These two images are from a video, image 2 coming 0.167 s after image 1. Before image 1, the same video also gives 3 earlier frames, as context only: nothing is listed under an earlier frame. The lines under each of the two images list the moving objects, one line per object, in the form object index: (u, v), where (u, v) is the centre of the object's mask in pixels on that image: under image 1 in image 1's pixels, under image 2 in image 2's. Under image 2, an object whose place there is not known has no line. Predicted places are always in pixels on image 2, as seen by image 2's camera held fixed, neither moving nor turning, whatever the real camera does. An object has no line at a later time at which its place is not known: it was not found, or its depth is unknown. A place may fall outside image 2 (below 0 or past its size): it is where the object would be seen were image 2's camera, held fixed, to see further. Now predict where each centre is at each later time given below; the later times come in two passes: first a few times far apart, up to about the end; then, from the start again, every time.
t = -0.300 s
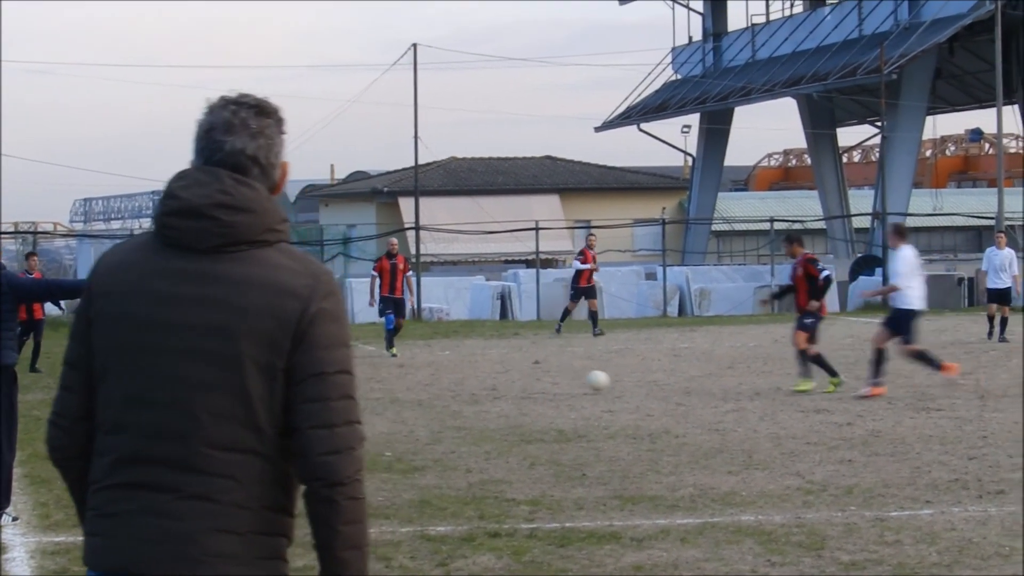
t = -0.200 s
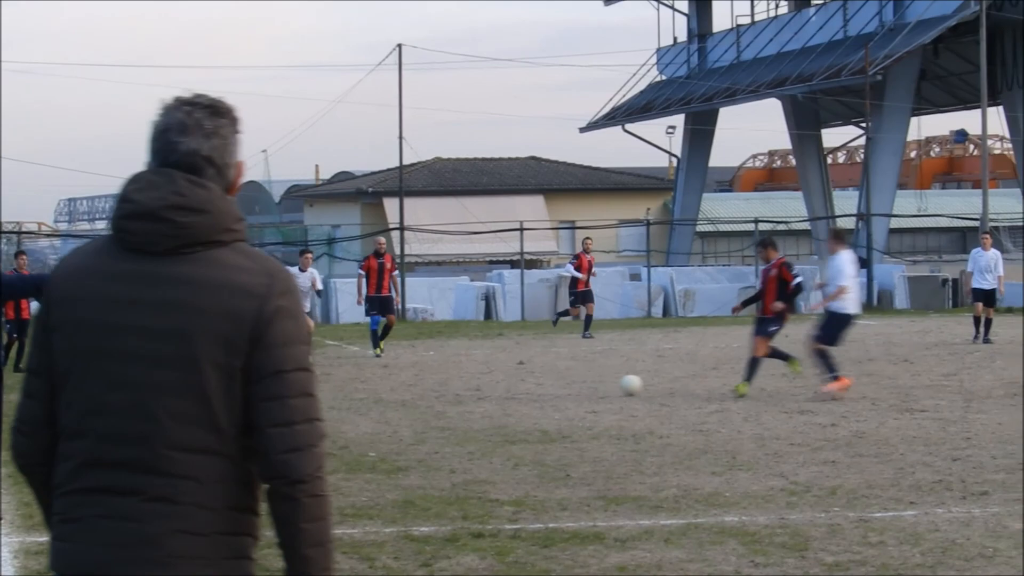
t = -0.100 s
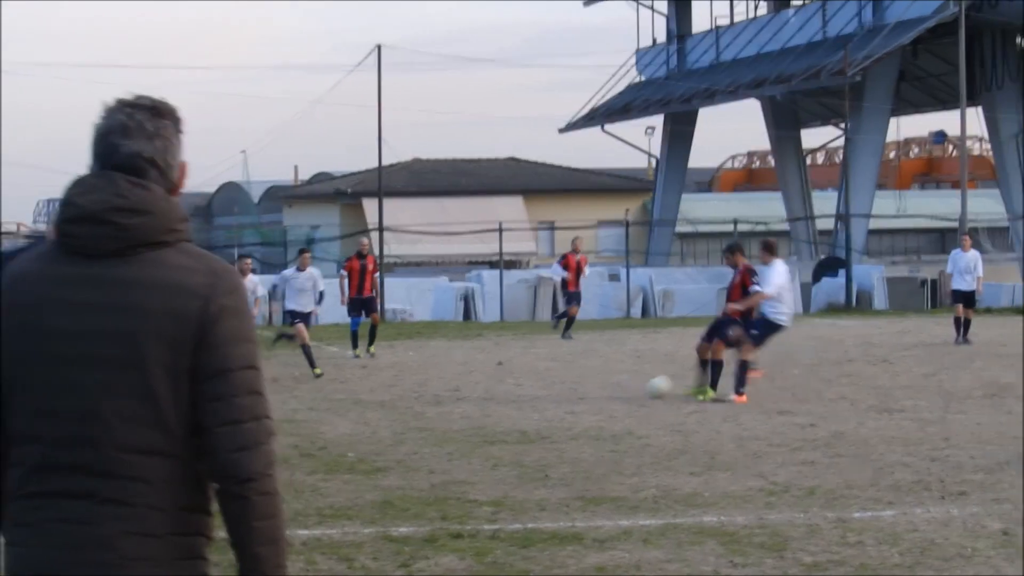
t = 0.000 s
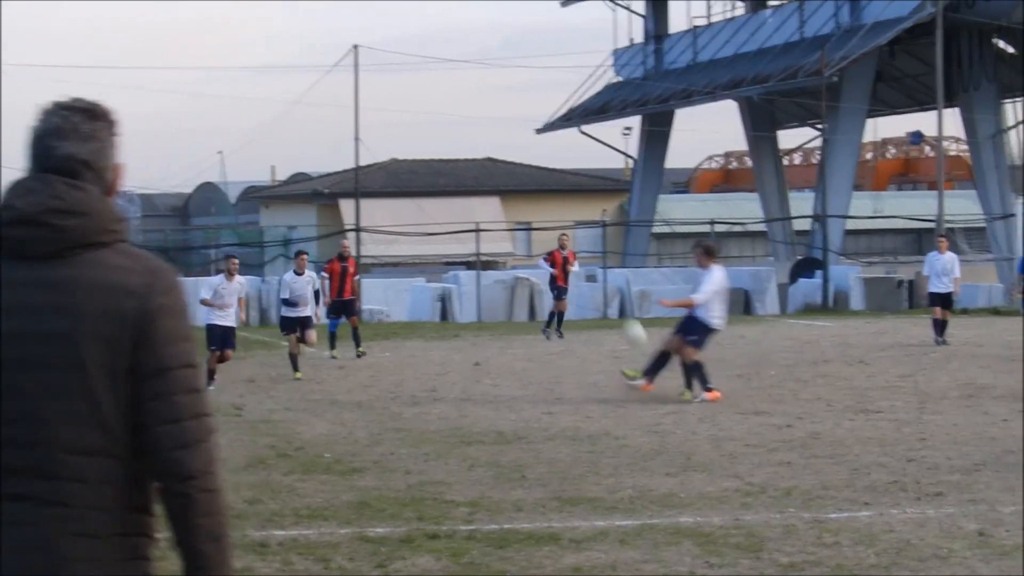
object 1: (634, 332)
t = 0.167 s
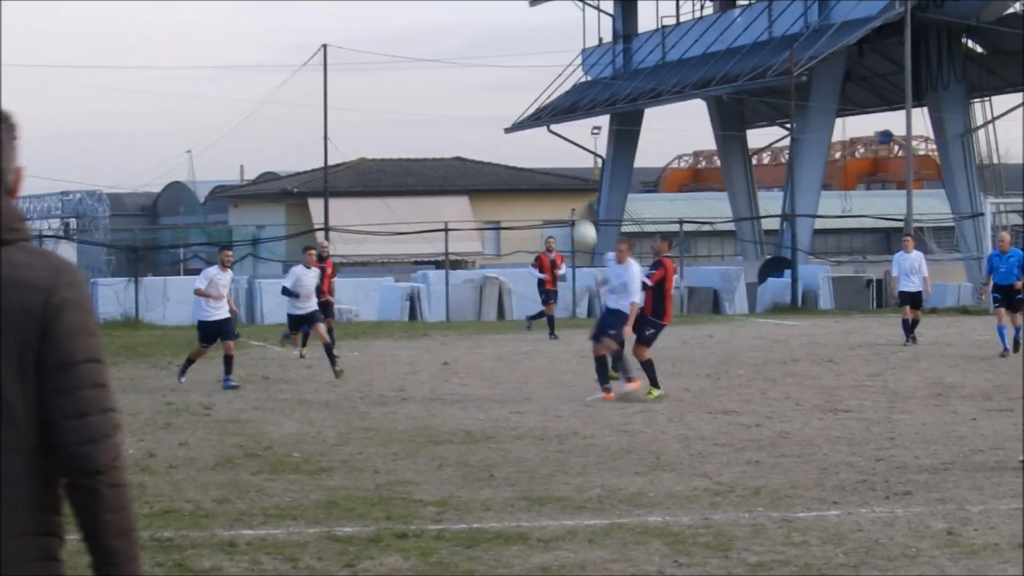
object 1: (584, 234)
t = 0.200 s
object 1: (582, 217)
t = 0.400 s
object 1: (574, 136)
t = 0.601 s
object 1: (582, 97)
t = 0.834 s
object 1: (614, 130)
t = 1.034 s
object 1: (662, 244)
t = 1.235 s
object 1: (735, 471)
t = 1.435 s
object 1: (835, 408)
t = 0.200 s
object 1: (582, 217)
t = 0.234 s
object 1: (580, 199)
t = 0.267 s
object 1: (578, 185)
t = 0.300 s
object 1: (576, 172)
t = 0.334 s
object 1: (574, 157)
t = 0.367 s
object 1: (574, 147)
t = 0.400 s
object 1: (574, 136)
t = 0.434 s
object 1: (575, 125)
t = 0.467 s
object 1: (575, 117)
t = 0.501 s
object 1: (576, 109)
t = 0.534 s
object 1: (579, 104)
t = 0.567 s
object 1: (580, 100)
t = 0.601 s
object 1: (582, 97)
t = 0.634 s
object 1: (586, 96)
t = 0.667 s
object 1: (588, 97)
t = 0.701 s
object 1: (592, 99)
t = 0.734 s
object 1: (596, 104)
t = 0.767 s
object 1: (601, 110)
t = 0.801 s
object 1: (608, 119)
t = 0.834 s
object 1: (614, 130)
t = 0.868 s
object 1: (620, 141)
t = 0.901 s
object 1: (627, 157)
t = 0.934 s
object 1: (634, 175)
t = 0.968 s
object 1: (643, 193)
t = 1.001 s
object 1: (654, 218)
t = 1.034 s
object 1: (662, 244)
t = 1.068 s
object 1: (675, 272)
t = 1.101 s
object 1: (684, 305)
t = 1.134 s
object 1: (696, 342)
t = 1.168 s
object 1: (708, 383)
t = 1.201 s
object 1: (720, 424)
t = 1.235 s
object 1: (735, 471)
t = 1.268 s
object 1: (748, 522)
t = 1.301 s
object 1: (767, 506)
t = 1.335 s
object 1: (782, 481)
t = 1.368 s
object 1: (799, 455)
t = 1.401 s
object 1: (816, 429)
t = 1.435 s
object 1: (835, 408)
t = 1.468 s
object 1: (855, 385)
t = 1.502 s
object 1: (875, 368)
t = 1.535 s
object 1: (894, 351)
